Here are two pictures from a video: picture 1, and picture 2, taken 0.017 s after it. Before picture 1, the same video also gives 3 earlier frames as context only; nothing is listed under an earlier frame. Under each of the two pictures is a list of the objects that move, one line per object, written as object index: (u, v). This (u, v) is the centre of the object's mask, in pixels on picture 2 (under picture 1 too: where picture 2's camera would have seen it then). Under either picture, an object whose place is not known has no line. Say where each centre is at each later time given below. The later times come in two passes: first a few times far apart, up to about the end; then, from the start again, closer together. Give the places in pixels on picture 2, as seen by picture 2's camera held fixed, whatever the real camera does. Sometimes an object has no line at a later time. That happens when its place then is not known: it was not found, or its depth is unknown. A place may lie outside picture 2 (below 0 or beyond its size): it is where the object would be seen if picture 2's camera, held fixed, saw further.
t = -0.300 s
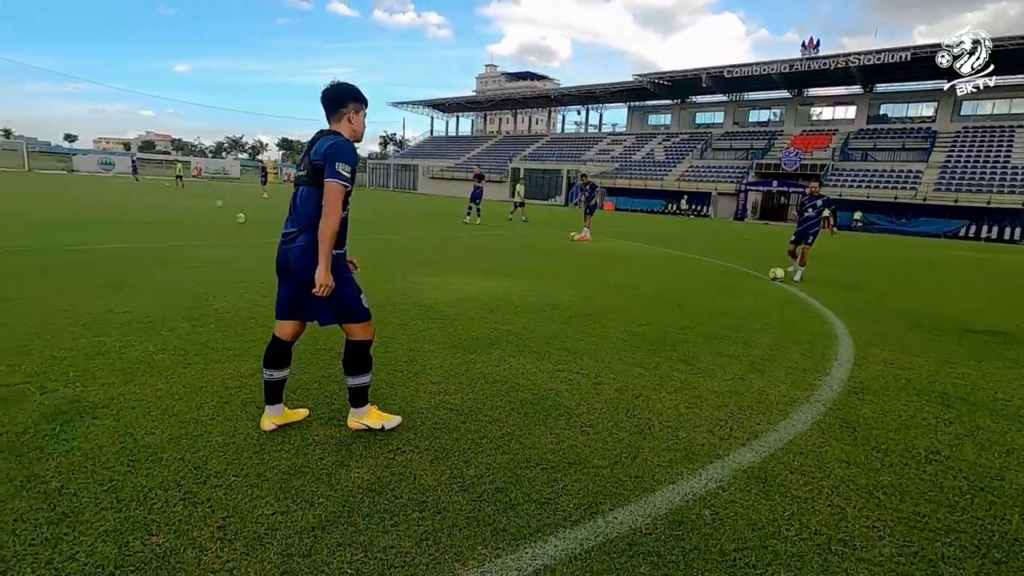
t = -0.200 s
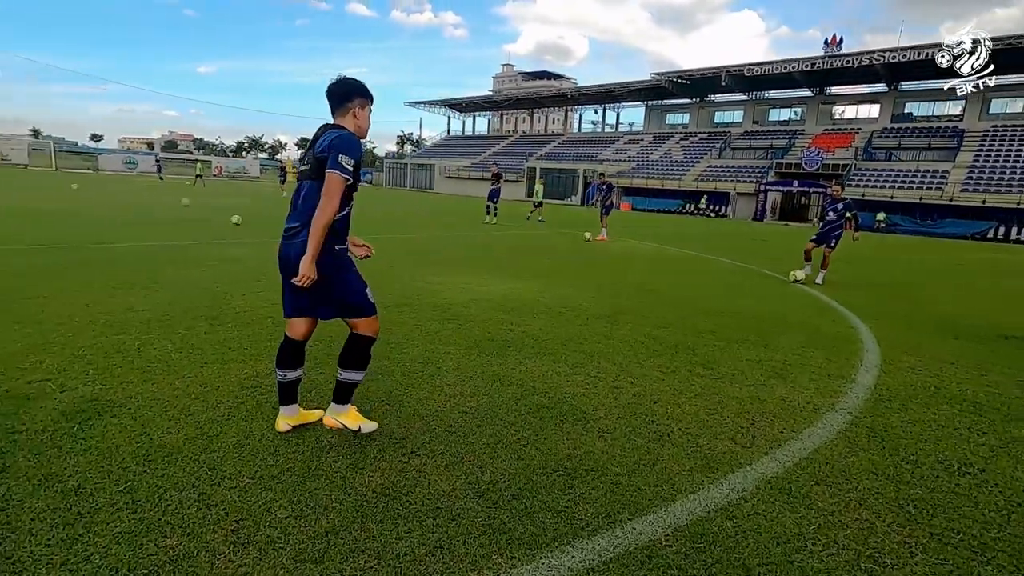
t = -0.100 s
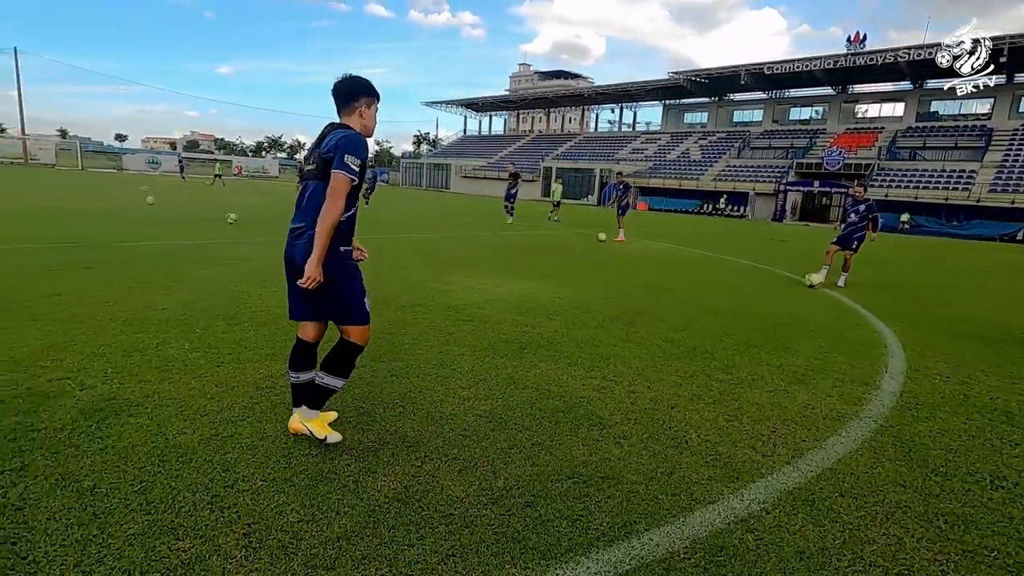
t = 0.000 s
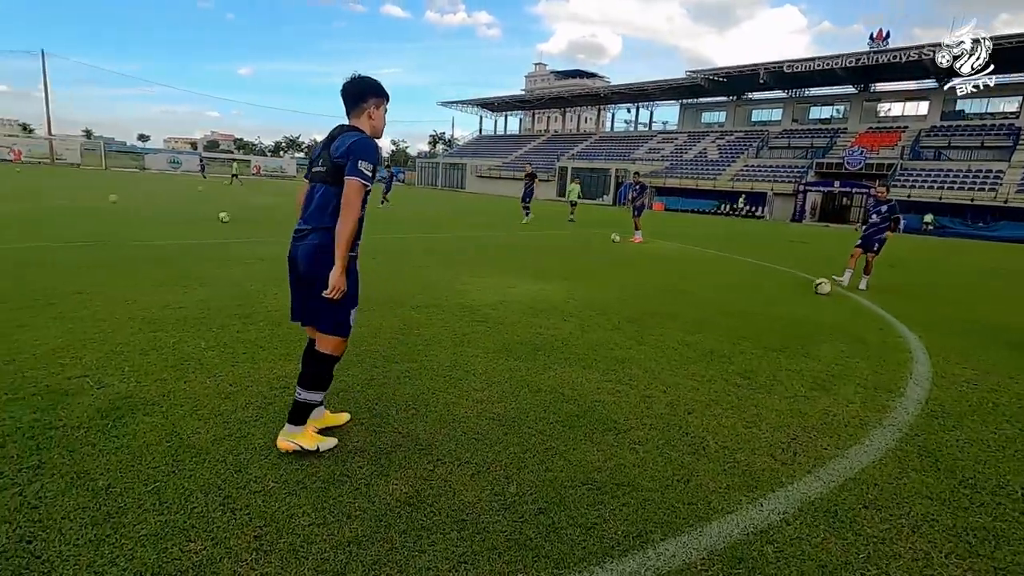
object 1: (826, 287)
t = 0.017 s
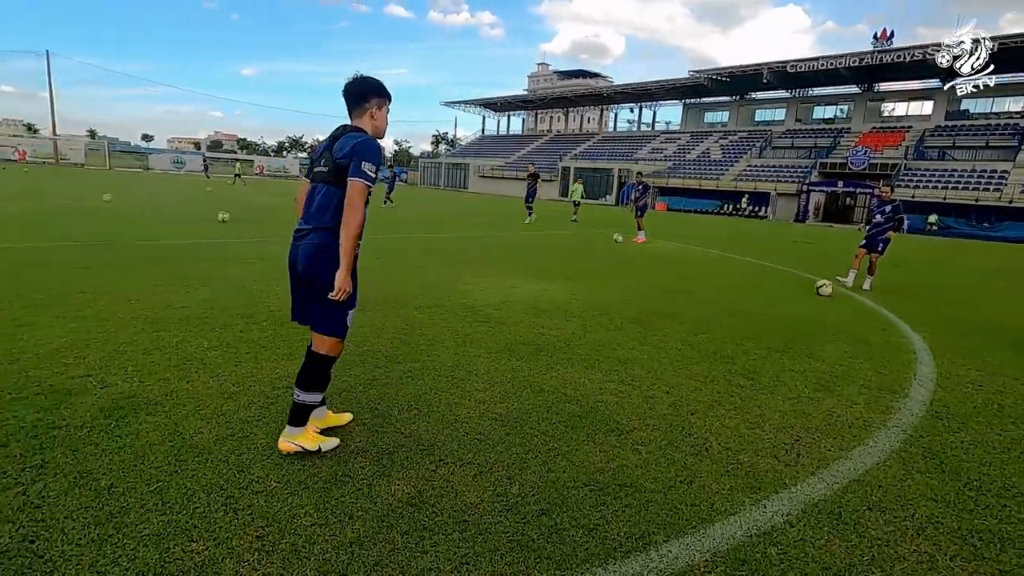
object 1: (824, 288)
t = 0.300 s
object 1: (788, 299)
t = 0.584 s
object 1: (751, 311)
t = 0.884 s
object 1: (704, 326)
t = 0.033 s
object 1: (822, 289)
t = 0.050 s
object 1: (820, 289)
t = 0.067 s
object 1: (817, 290)
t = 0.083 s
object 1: (816, 291)
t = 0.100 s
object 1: (813, 291)
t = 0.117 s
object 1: (811, 291)
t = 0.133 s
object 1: (809, 292)
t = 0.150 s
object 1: (808, 292)
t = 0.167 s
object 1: (805, 293)
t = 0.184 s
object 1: (803, 294)
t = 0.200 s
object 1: (801, 295)
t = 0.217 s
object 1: (799, 296)
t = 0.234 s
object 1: (797, 297)
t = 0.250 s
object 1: (794, 297)
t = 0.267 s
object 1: (792, 298)
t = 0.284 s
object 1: (790, 298)
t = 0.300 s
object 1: (788, 299)
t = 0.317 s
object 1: (786, 300)
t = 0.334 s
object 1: (785, 300)
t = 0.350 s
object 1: (783, 301)
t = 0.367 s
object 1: (781, 300)
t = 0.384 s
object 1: (779, 301)
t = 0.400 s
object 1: (776, 302)
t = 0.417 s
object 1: (774, 302)
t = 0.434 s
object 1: (772, 304)
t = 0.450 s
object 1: (770, 305)
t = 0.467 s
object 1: (767, 306)
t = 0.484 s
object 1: (765, 306)
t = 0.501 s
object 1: (763, 307)
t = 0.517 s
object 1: (761, 307)
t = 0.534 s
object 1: (759, 308)
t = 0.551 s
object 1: (756, 308)
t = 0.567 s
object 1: (754, 310)
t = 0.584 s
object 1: (751, 311)
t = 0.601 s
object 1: (749, 312)
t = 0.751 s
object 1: (727, 318)
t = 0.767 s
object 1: (724, 320)
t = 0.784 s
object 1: (721, 321)
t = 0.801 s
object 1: (718, 322)
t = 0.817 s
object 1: (715, 324)
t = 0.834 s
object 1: (713, 324)
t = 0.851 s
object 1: (710, 324)
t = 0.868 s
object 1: (706, 325)
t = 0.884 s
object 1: (704, 326)
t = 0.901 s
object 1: (701, 328)
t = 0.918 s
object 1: (697, 328)
